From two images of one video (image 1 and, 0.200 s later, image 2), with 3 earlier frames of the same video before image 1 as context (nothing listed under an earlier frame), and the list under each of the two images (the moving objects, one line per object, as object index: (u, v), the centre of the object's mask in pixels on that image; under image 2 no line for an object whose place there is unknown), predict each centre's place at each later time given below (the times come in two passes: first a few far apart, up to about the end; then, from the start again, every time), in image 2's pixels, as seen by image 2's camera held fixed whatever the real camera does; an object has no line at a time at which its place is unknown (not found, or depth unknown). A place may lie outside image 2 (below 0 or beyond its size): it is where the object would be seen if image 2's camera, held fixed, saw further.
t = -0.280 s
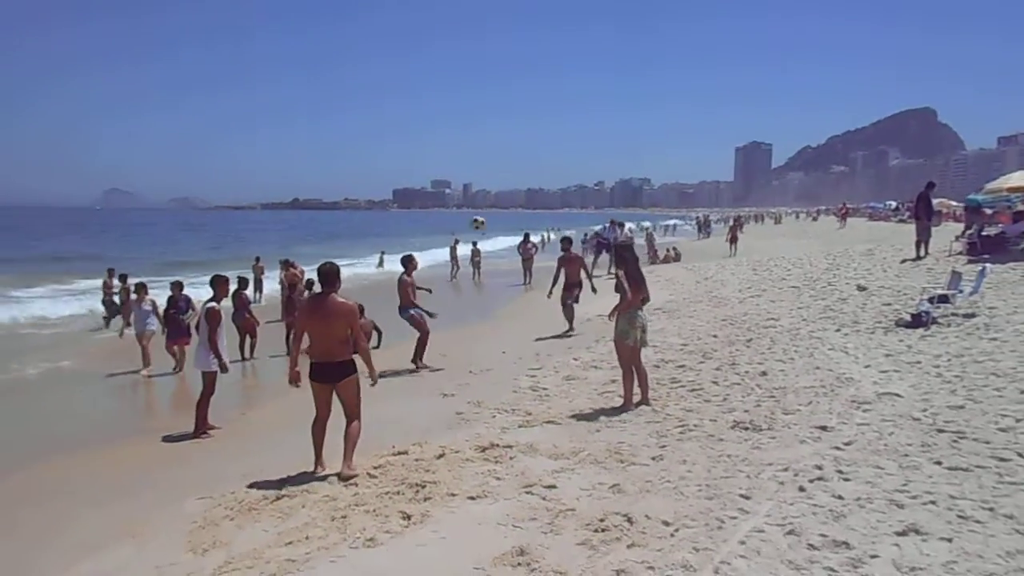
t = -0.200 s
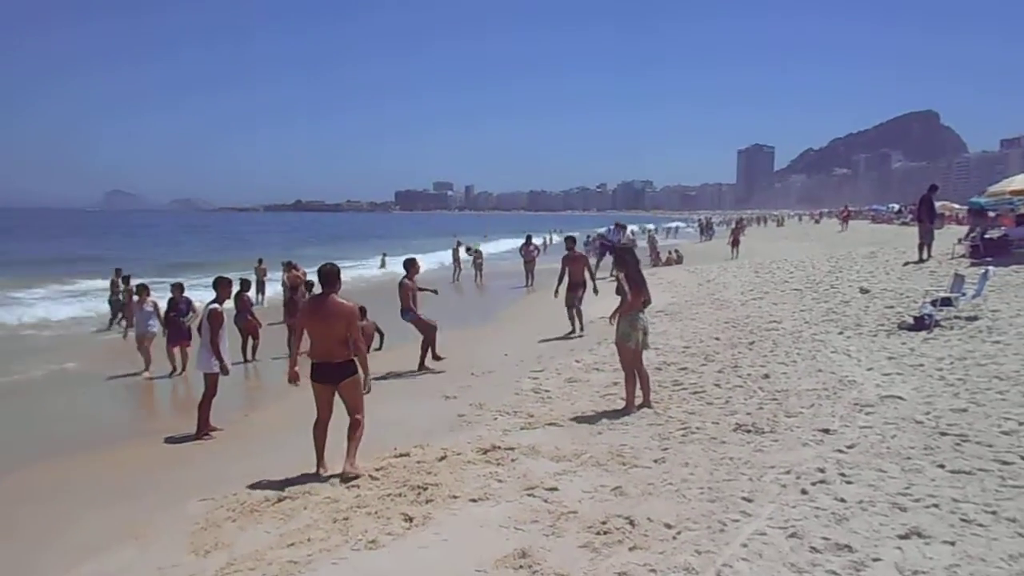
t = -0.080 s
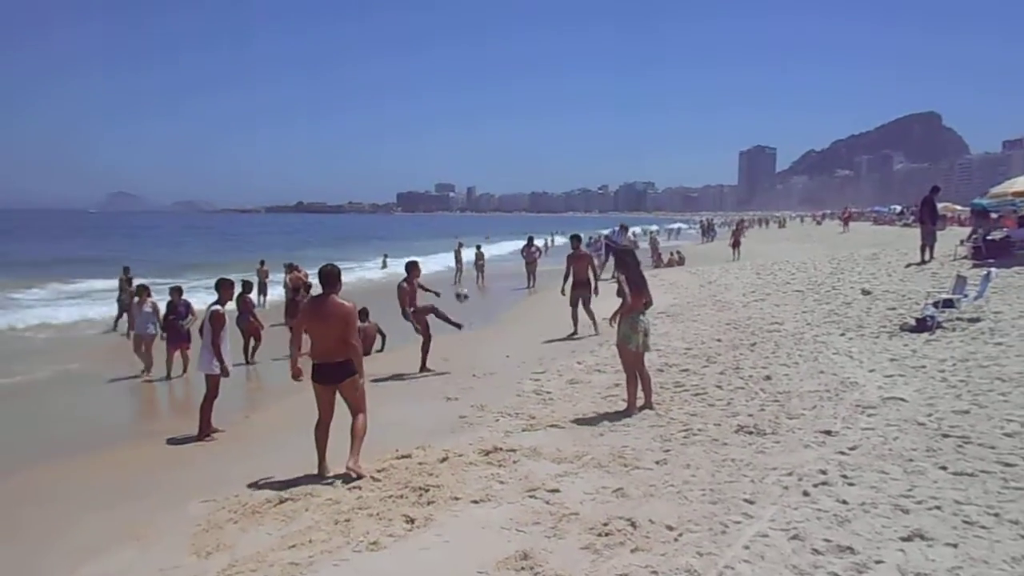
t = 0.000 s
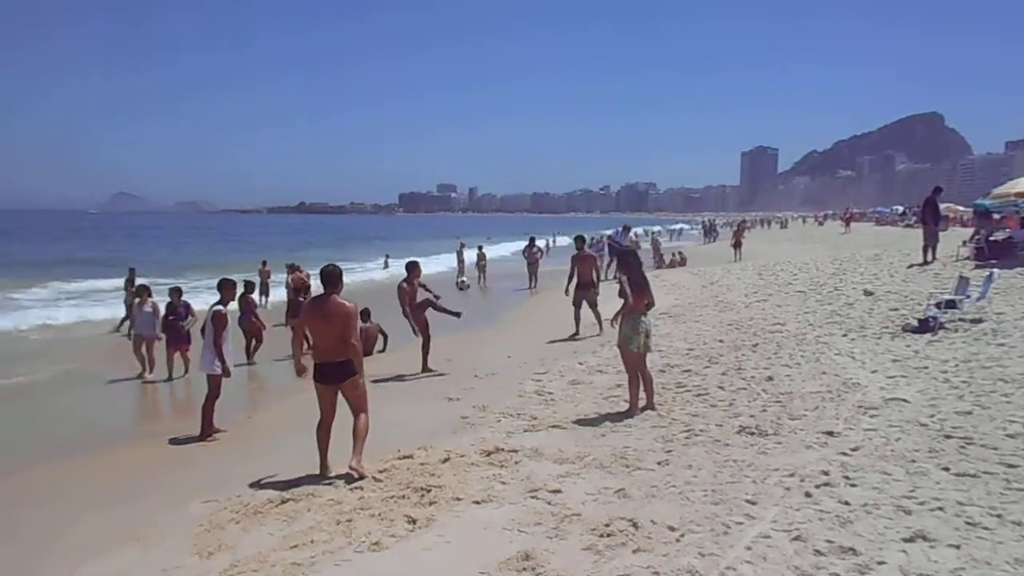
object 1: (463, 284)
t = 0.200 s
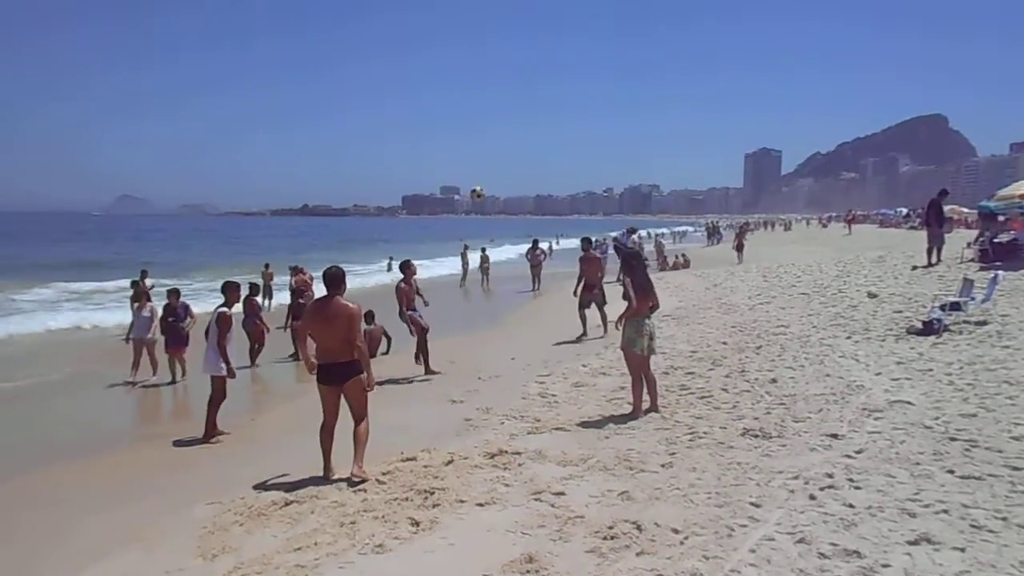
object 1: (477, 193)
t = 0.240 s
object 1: (479, 178)
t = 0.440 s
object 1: (490, 119)
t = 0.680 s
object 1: (502, 85)
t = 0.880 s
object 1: (512, 87)
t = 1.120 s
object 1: (524, 126)
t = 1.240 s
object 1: (529, 158)
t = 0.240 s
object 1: (479, 178)
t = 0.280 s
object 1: (481, 164)
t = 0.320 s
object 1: (483, 151)
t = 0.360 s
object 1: (485, 139)
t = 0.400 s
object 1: (488, 128)
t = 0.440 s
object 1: (490, 119)
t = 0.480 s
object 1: (492, 111)
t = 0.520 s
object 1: (494, 103)
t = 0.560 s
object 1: (496, 96)
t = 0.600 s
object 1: (498, 91)
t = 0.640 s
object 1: (500, 87)
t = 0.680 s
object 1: (502, 85)
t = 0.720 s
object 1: (504, 83)
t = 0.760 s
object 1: (506, 83)
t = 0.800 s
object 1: (508, 83)
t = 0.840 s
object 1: (510, 85)
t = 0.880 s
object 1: (512, 87)
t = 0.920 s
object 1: (514, 91)
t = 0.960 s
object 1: (516, 96)
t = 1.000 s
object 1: (518, 101)
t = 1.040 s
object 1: (520, 109)
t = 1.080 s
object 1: (522, 116)
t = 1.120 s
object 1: (524, 126)
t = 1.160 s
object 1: (525, 136)
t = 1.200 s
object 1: (527, 147)
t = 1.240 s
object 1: (529, 158)
